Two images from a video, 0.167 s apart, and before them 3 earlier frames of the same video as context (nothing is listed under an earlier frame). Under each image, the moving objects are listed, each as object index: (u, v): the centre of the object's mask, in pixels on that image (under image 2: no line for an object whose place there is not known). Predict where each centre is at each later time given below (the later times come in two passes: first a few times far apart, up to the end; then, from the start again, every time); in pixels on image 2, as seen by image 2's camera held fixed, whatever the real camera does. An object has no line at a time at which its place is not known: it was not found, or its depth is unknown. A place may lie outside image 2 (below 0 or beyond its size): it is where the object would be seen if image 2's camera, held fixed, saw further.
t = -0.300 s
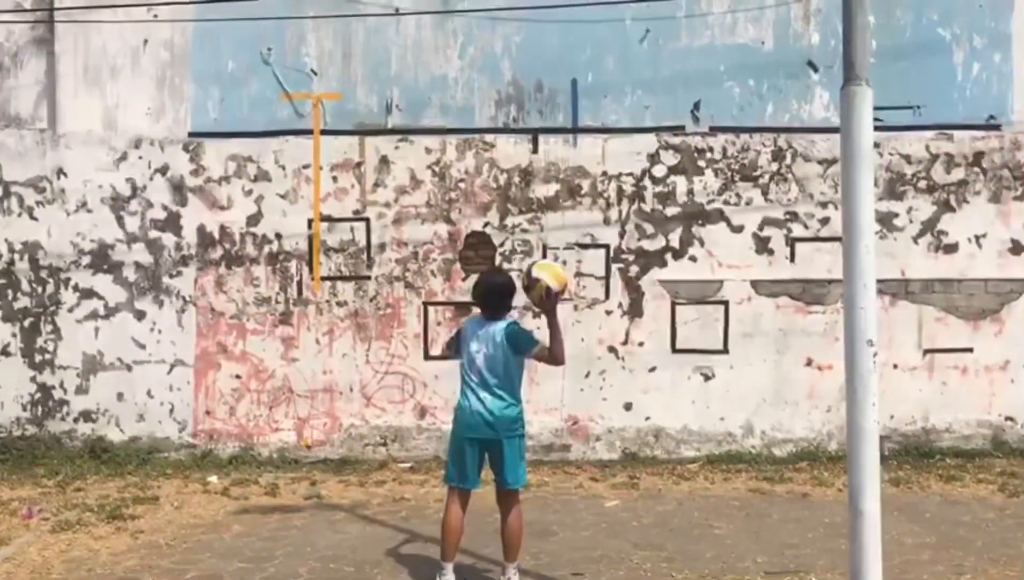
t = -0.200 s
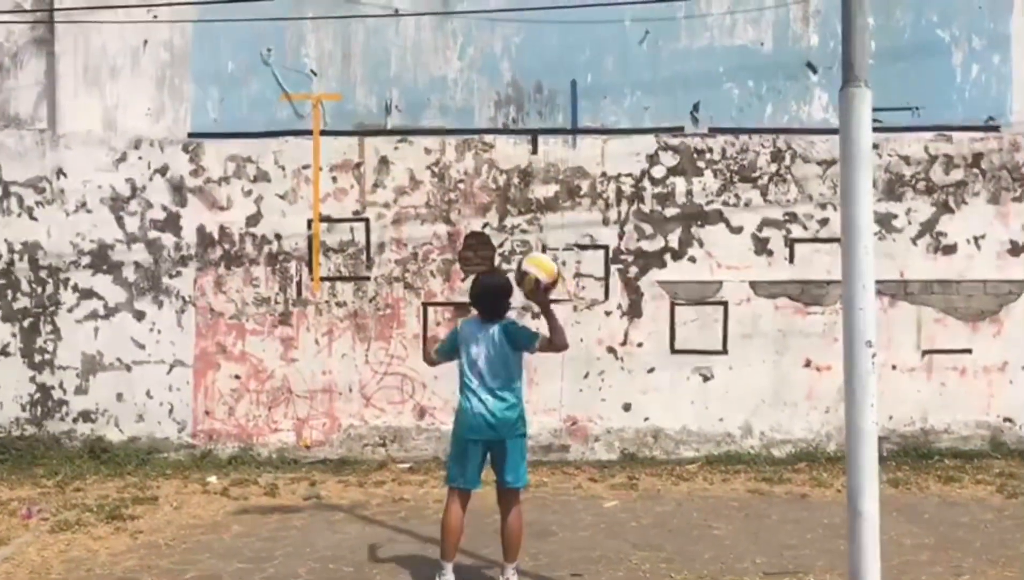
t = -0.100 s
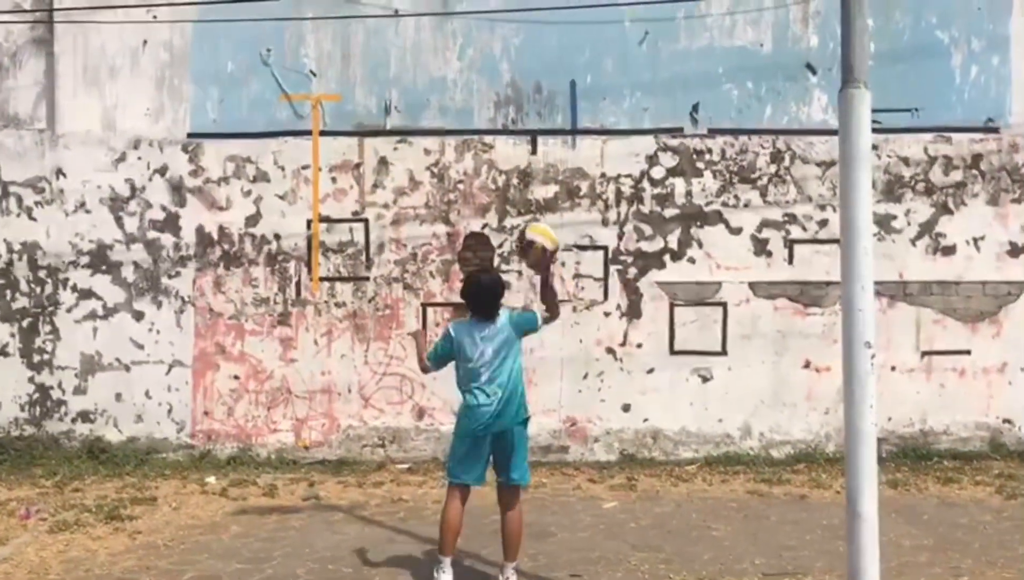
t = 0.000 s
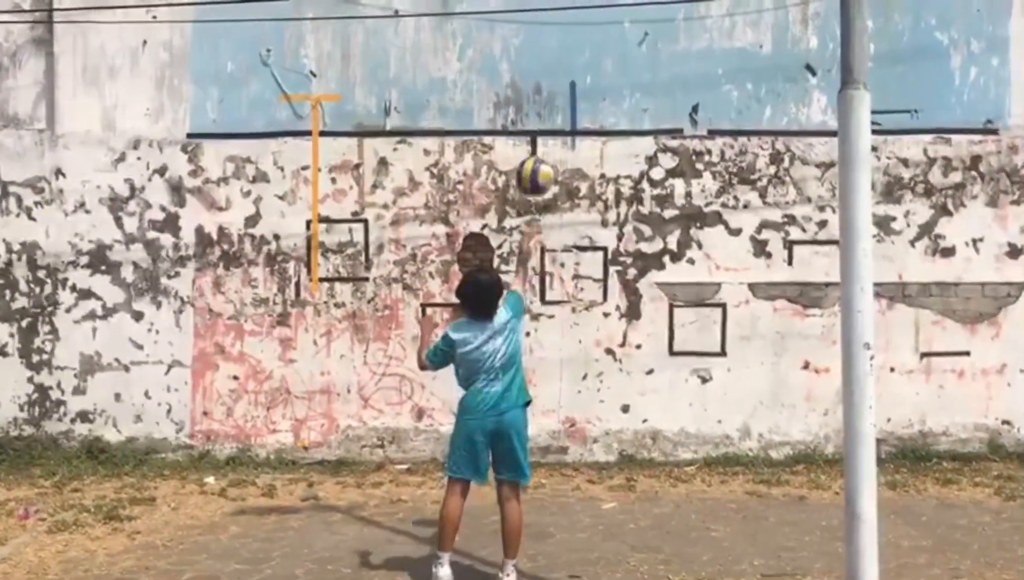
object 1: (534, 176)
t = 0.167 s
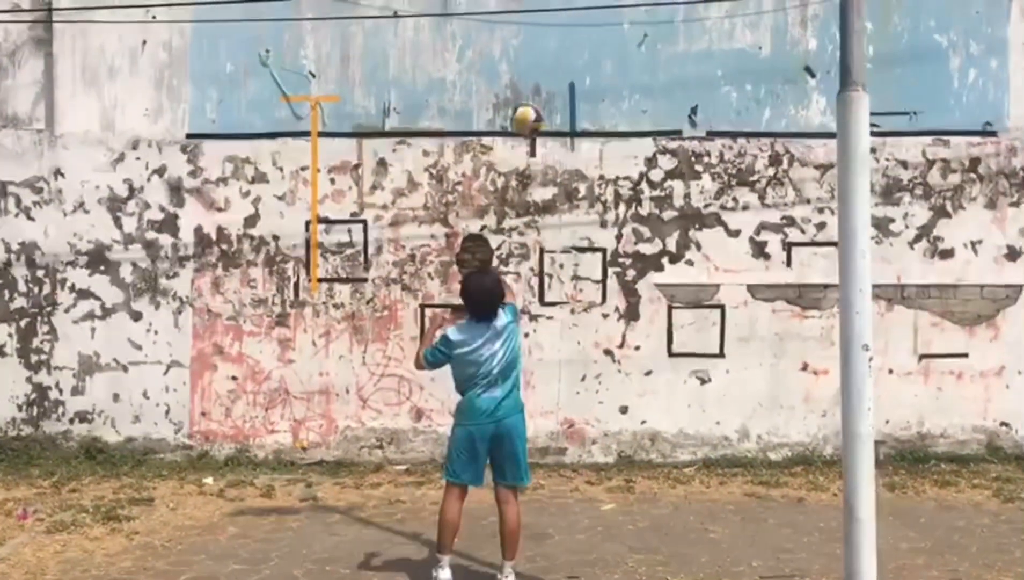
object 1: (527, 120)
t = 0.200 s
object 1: (526, 115)
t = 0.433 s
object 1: (522, 123)
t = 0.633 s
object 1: (532, 153)
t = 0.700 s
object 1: (537, 179)
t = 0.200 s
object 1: (526, 115)
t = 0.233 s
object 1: (525, 113)
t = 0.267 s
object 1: (524, 111)
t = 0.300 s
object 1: (523, 111)
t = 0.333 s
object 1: (523, 112)
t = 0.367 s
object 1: (522, 114)
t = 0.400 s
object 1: (525, 120)
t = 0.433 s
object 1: (522, 123)
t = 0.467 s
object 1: (523, 123)
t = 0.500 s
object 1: (524, 125)
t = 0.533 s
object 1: (527, 131)
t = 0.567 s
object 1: (528, 137)
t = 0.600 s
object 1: (530, 144)
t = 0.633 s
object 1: (532, 153)
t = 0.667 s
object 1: (533, 165)
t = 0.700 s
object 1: (537, 179)
